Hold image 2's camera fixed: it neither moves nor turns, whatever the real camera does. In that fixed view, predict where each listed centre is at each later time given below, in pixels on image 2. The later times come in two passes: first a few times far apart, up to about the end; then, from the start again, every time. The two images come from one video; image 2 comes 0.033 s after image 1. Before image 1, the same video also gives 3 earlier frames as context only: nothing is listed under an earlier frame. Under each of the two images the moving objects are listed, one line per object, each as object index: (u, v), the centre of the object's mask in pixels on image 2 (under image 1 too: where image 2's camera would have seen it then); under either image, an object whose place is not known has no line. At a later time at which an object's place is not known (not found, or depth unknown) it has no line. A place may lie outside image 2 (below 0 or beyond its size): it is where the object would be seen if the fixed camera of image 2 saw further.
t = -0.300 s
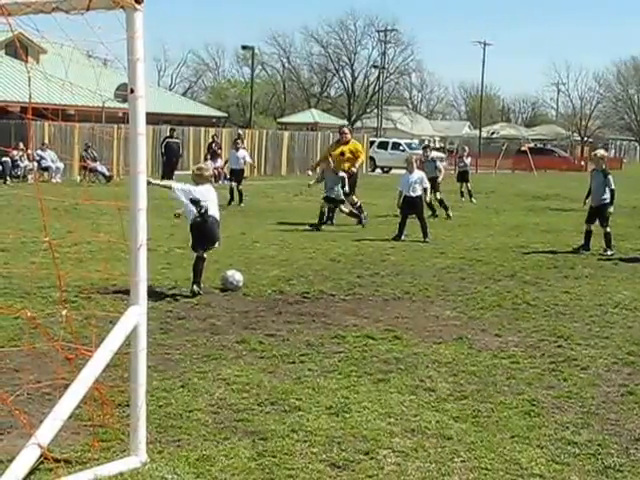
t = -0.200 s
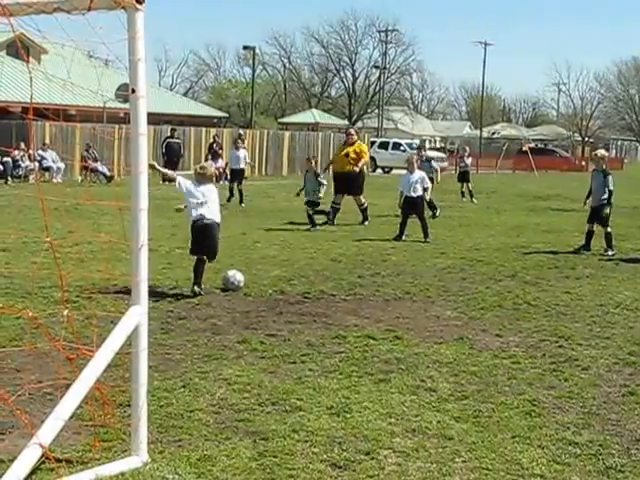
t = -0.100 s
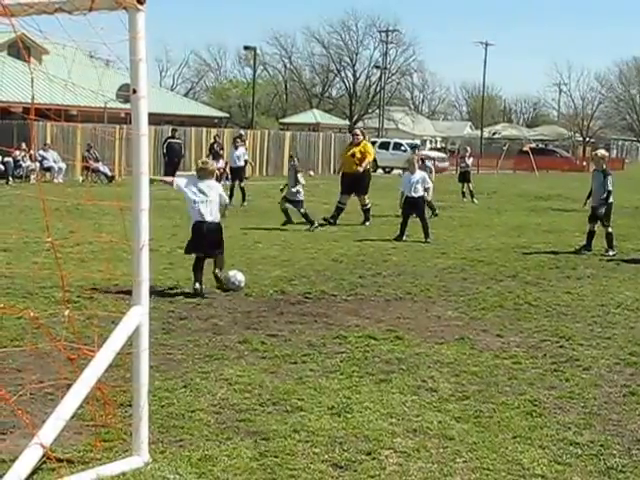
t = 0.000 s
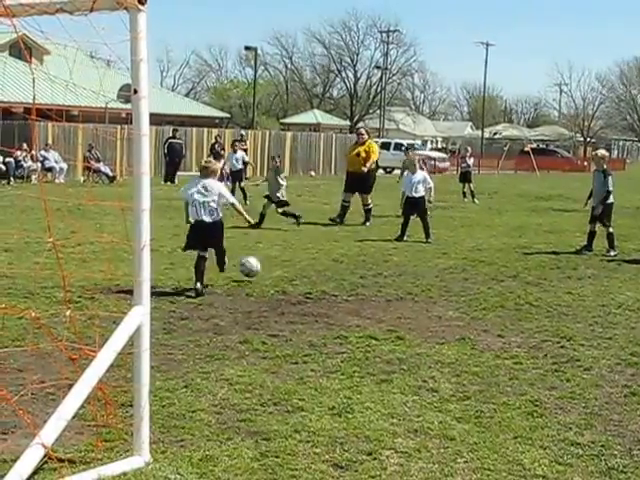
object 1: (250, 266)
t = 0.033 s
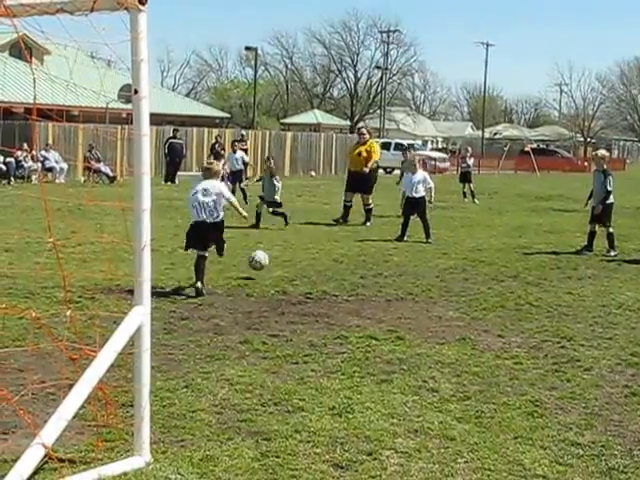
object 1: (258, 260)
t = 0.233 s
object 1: (299, 249)
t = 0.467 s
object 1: (326, 234)
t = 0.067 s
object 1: (267, 255)
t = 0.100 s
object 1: (274, 251)
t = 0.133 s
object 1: (280, 249)
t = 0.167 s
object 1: (287, 248)
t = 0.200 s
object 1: (293, 248)
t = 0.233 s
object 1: (299, 249)
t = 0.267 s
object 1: (304, 248)
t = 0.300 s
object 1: (308, 243)
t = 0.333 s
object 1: (312, 239)
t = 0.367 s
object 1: (316, 236)
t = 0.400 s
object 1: (320, 235)
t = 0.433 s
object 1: (323, 234)
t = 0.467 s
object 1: (326, 234)
